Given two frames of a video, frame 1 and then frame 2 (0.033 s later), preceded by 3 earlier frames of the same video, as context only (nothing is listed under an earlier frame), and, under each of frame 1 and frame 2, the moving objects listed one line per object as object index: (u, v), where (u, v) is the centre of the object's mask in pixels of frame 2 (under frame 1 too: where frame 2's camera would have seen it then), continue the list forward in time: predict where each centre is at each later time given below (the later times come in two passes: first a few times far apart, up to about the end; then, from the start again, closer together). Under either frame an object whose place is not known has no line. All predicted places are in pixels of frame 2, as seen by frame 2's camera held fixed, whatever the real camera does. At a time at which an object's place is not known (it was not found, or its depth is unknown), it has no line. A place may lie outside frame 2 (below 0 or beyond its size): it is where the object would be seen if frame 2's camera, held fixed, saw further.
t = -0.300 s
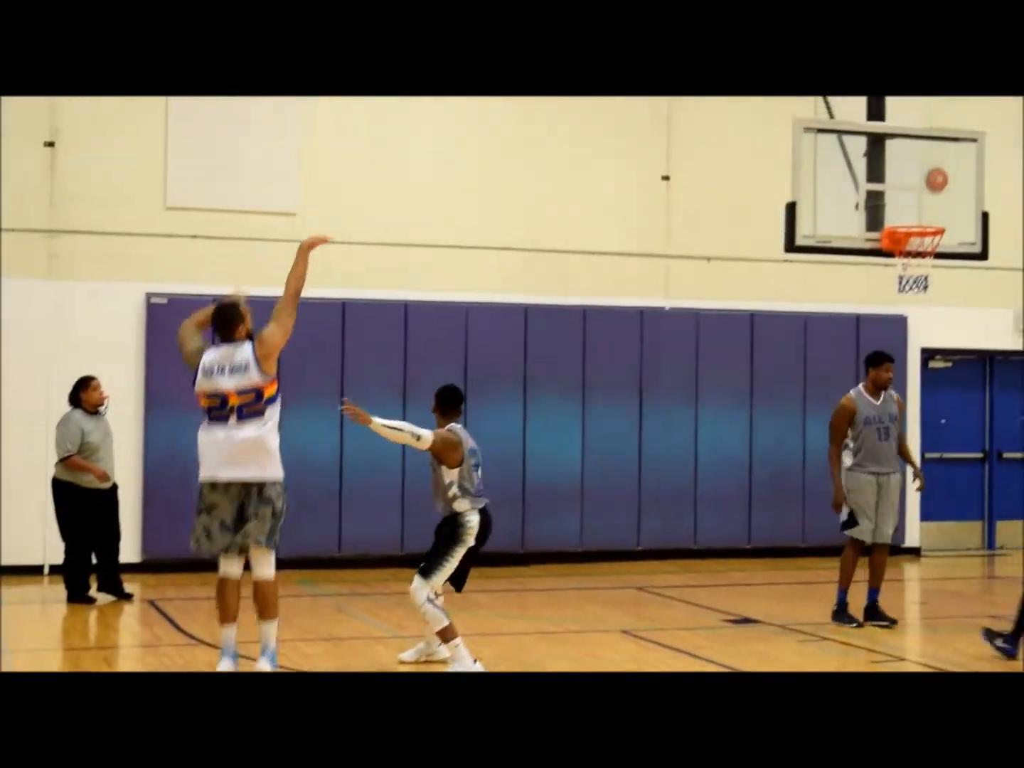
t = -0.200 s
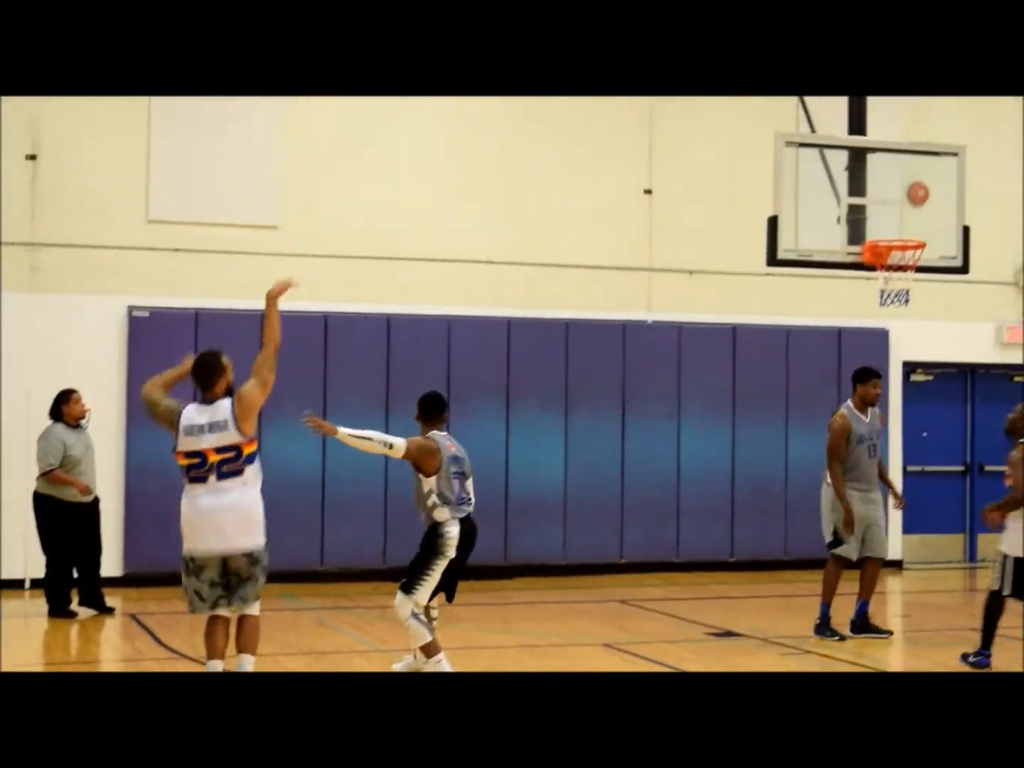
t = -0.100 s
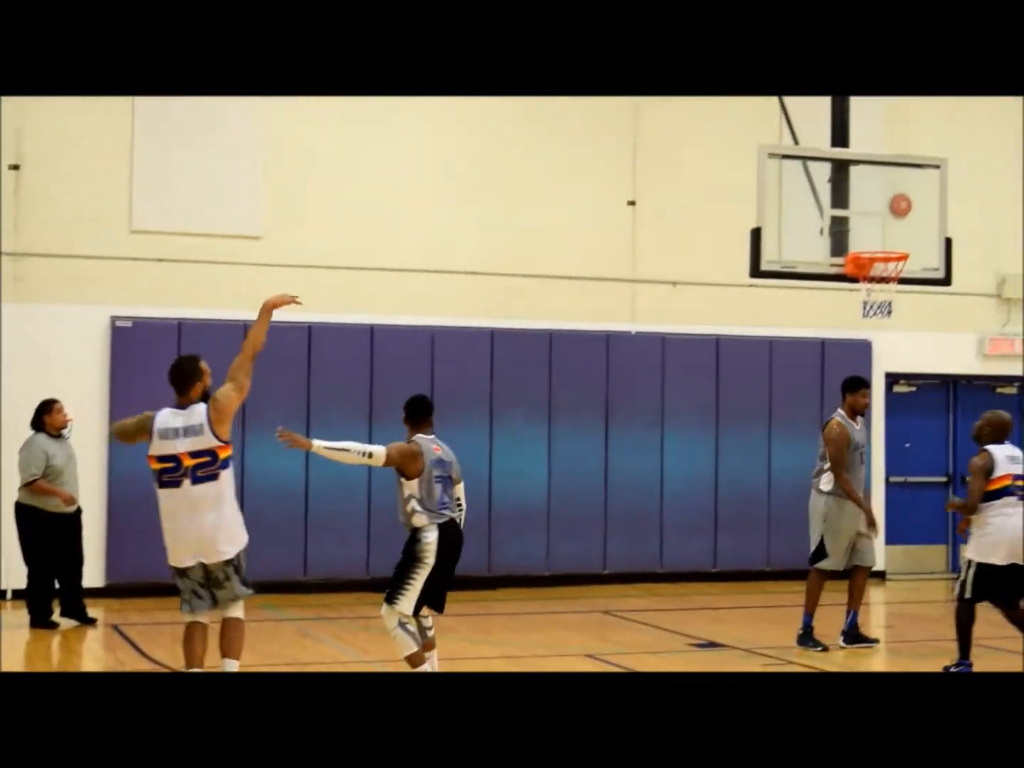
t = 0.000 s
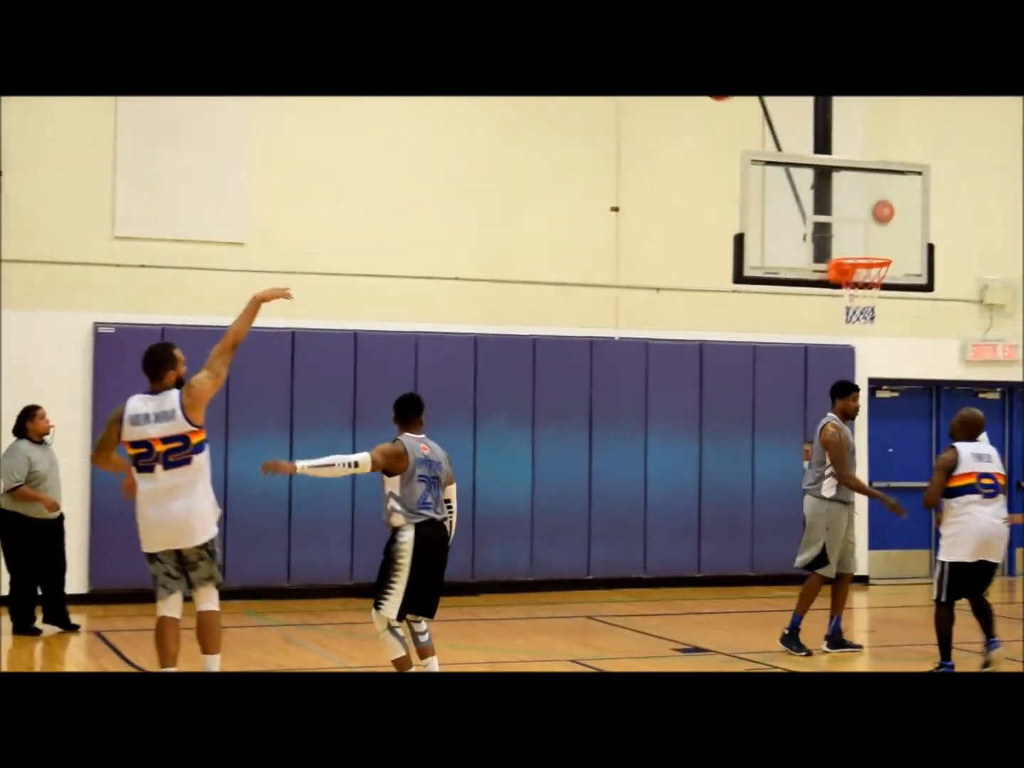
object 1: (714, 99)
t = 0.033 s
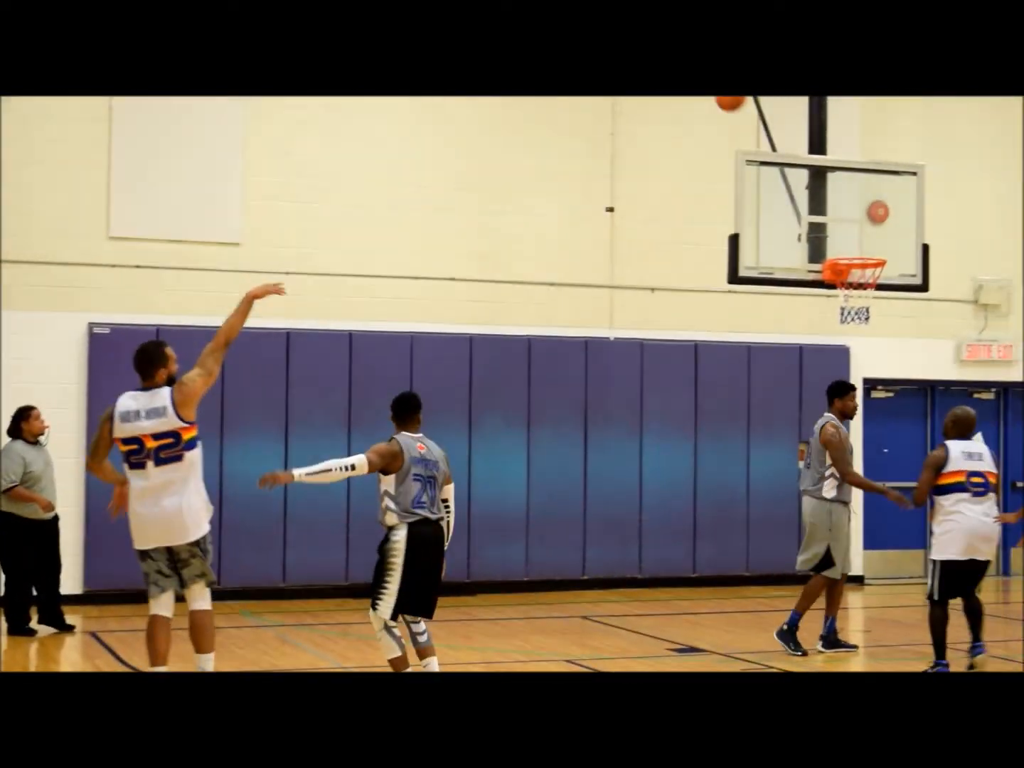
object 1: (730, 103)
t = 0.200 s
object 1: (802, 164)
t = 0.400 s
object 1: (867, 276)
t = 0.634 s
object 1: (811, 410)
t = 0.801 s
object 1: (775, 541)
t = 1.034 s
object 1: (720, 521)
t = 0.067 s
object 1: (746, 108)
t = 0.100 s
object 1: (760, 119)
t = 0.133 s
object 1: (774, 133)
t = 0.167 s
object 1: (788, 147)
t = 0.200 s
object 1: (802, 164)
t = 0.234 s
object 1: (816, 181)
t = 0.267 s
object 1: (828, 198)
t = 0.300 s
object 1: (841, 216)
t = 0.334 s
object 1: (854, 236)
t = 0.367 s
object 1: (867, 250)
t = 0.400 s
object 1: (867, 276)
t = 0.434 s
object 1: (857, 294)
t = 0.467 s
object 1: (847, 313)
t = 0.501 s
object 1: (841, 328)
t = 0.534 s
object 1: (833, 347)
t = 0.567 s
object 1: (826, 366)
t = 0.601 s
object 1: (817, 387)
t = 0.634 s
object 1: (811, 410)
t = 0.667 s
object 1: (804, 433)
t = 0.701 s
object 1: (796, 458)
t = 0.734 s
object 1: (789, 485)
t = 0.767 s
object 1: (782, 511)
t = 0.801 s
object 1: (775, 541)
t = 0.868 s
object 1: (760, 602)
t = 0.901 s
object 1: (753, 606)
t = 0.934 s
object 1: (745, 582)
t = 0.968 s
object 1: (737, 563)
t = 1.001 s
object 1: (728, 540)
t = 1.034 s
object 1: (720, 521)
